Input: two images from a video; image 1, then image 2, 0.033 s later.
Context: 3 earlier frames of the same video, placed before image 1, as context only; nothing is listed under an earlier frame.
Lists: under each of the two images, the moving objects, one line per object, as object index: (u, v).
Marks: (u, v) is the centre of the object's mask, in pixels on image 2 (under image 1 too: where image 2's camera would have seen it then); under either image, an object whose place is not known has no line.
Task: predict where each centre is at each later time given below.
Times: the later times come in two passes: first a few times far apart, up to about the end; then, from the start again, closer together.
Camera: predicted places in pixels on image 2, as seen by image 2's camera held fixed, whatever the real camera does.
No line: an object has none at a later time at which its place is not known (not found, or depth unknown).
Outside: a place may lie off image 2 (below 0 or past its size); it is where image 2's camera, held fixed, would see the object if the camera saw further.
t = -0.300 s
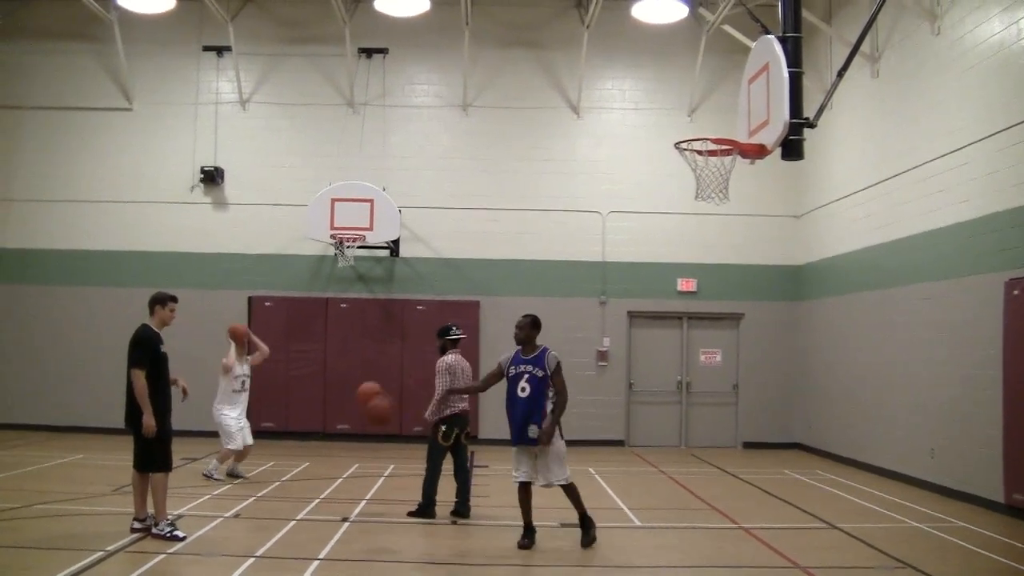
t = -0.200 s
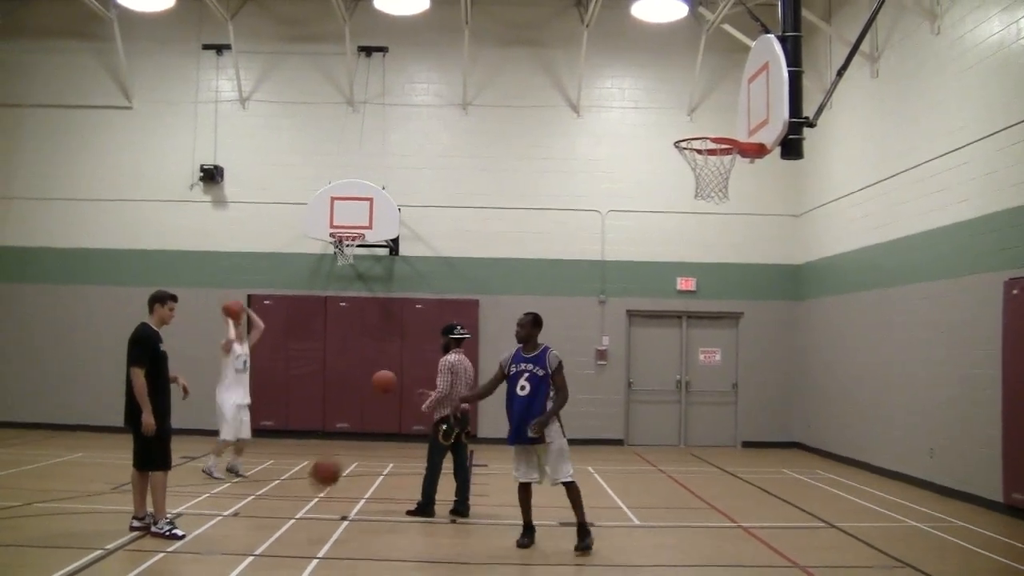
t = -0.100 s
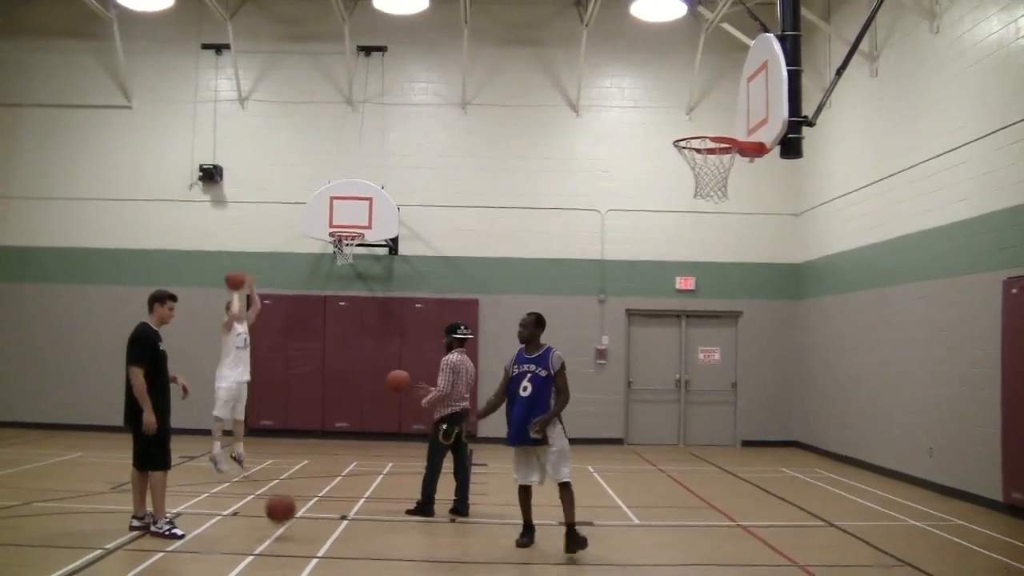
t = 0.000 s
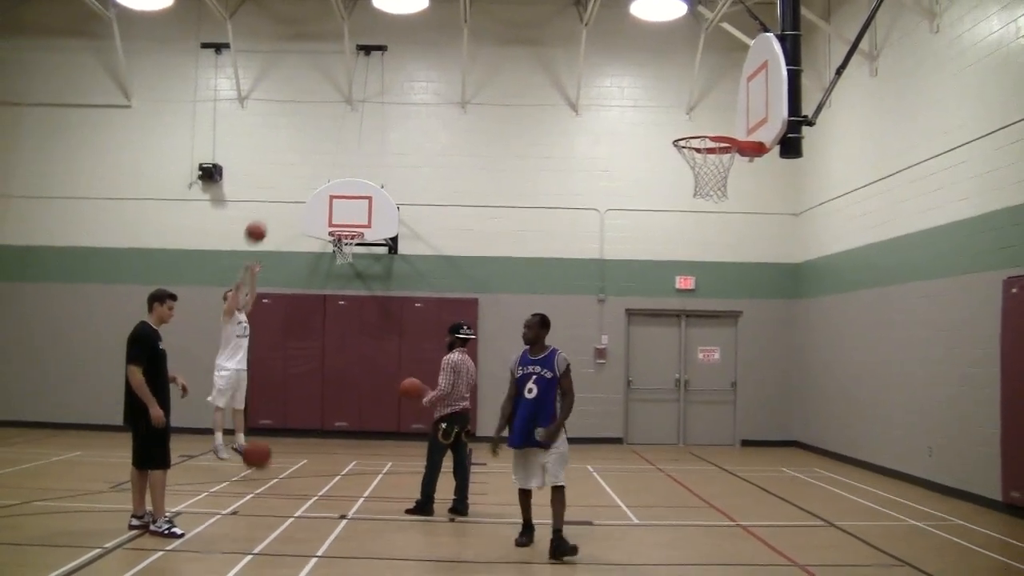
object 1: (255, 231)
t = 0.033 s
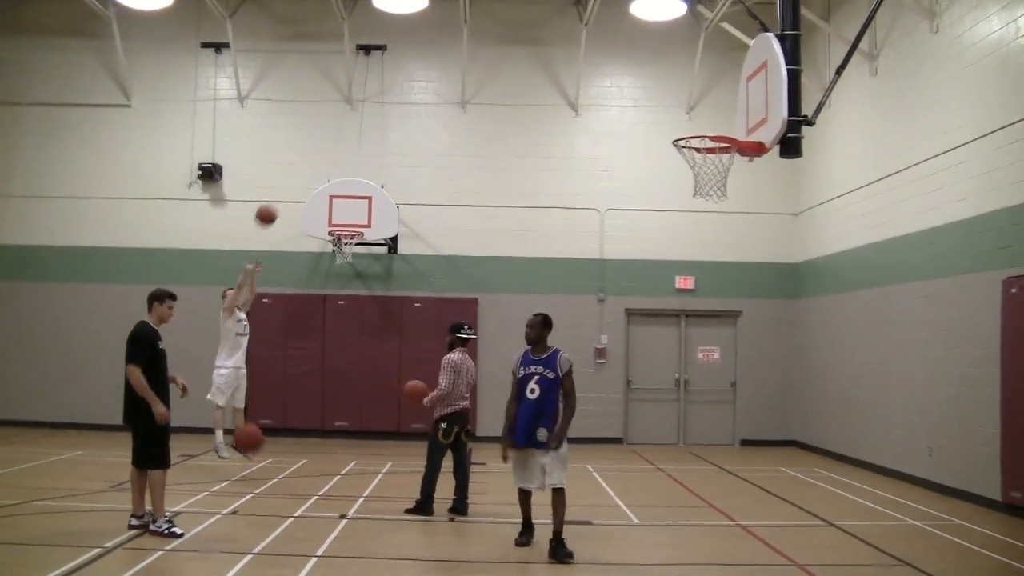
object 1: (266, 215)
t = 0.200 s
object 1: (321, 142)
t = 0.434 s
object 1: (408, 71)
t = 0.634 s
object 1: (492, 46)
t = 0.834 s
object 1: (590, 63)
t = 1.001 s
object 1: (683, 117)
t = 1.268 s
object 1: (702, 287)
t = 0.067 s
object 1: (277, 199)
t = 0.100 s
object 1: (288, 183)
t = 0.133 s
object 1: (299, 168)
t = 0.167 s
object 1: (310, 155)
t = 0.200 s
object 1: (321, 142)
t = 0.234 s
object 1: (333, 130)
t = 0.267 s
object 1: (345, 117)
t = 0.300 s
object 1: (357, 107)
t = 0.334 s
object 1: (370, 97)
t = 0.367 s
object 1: (382, 88)
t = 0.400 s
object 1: (395, 79)
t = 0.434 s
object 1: (408, 71)
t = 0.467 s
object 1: (421, 64)
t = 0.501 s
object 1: (435, 59)
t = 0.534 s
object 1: (448, 54)
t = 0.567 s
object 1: (463, 51)
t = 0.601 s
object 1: (477, 48)
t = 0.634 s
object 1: (492, 46)
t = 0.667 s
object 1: (507, 46)
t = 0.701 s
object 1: (523, 47)
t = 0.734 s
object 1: (538, 49)
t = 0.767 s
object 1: (554, 52)
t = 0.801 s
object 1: (572, 57)
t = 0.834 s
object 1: (590, 63)
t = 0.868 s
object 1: (609, 70)
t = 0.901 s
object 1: (625, 79)
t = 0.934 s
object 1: (642, 89)
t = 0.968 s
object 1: (663, 103)
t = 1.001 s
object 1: (683, 117)
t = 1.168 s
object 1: (713, 213)
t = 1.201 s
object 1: (709, 236)
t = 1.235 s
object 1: (705, 262)
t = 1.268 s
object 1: (702, 287)
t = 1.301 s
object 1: (698, 315)
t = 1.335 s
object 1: (695, 345)
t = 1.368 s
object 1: (690, 376)
